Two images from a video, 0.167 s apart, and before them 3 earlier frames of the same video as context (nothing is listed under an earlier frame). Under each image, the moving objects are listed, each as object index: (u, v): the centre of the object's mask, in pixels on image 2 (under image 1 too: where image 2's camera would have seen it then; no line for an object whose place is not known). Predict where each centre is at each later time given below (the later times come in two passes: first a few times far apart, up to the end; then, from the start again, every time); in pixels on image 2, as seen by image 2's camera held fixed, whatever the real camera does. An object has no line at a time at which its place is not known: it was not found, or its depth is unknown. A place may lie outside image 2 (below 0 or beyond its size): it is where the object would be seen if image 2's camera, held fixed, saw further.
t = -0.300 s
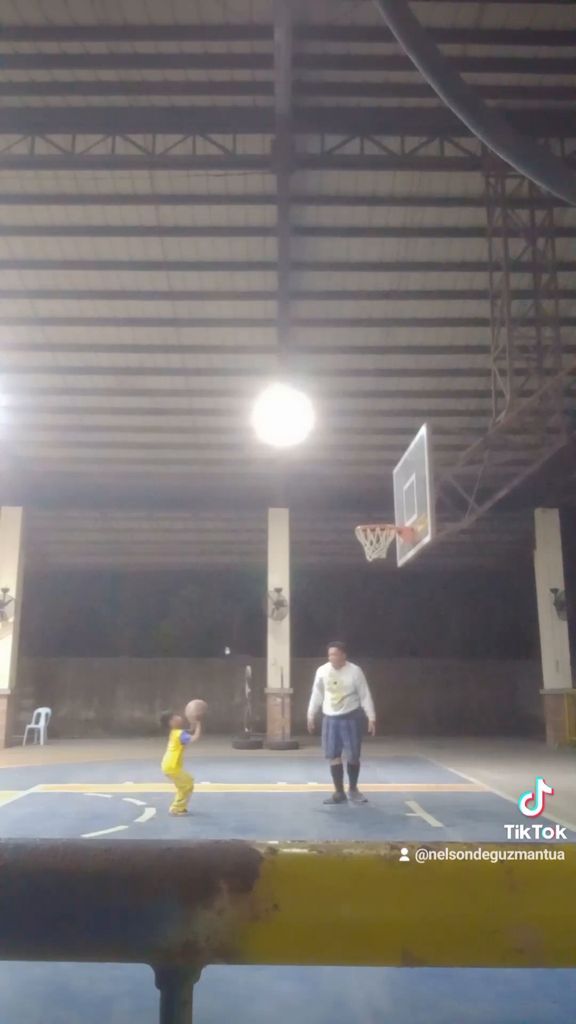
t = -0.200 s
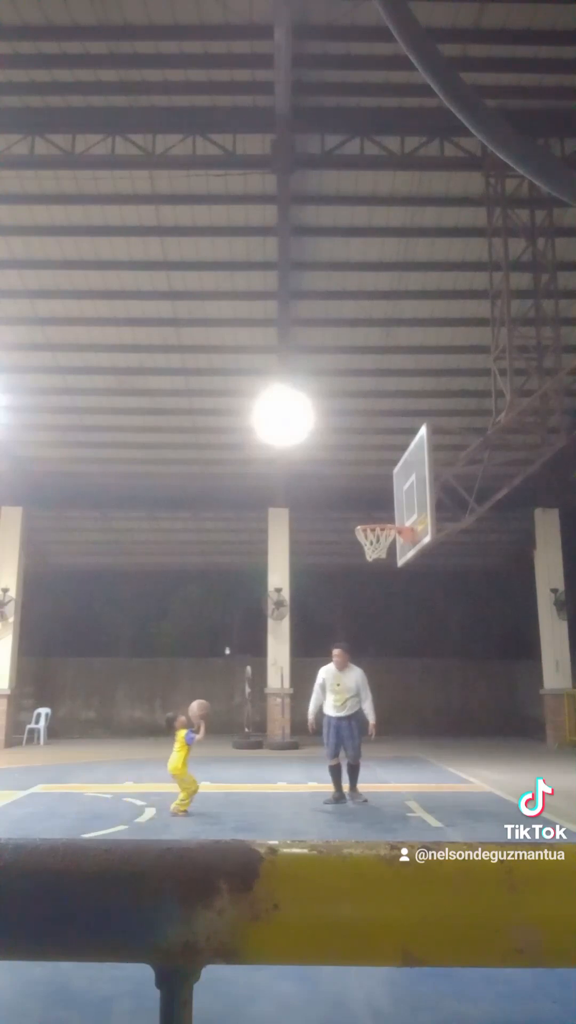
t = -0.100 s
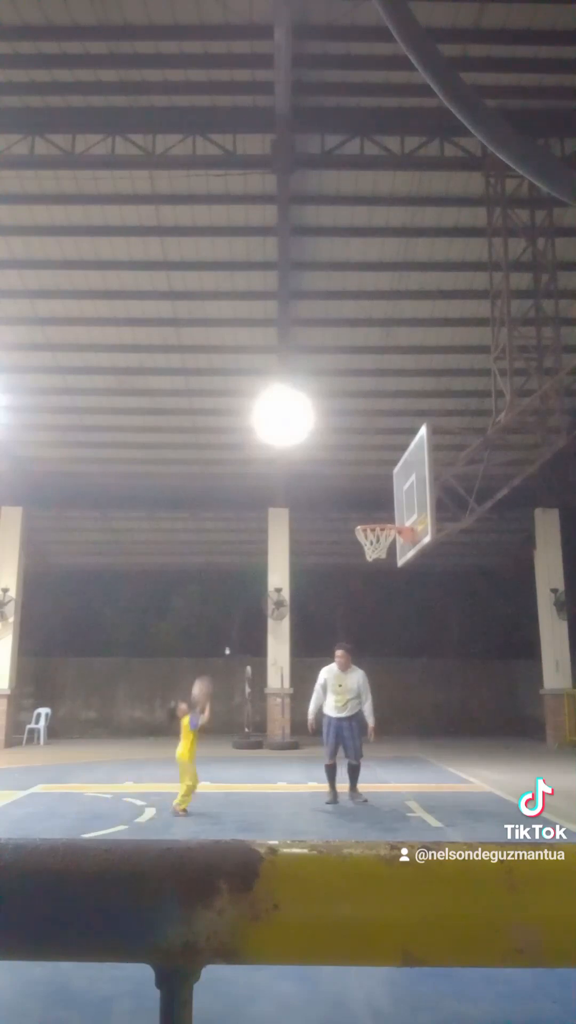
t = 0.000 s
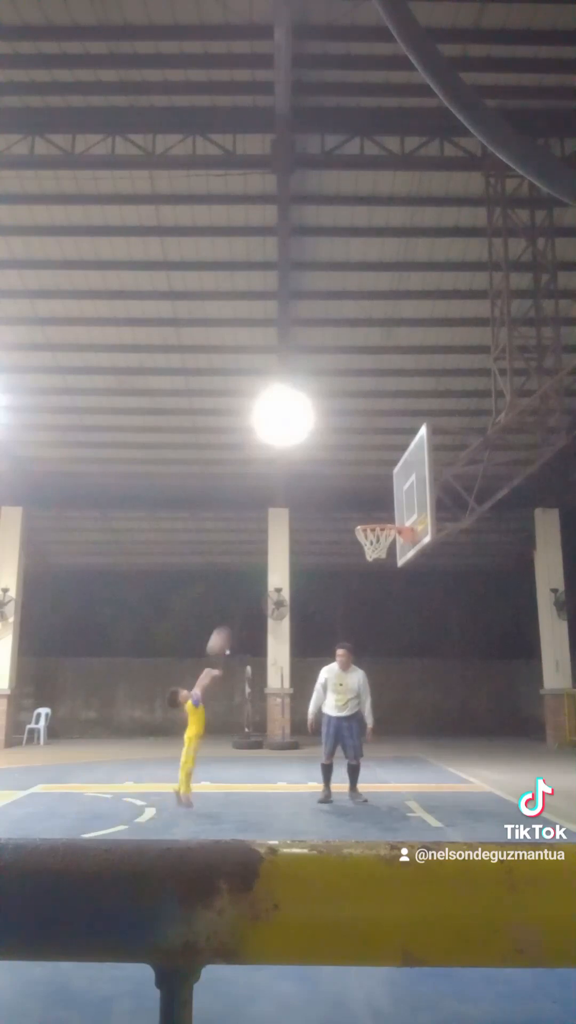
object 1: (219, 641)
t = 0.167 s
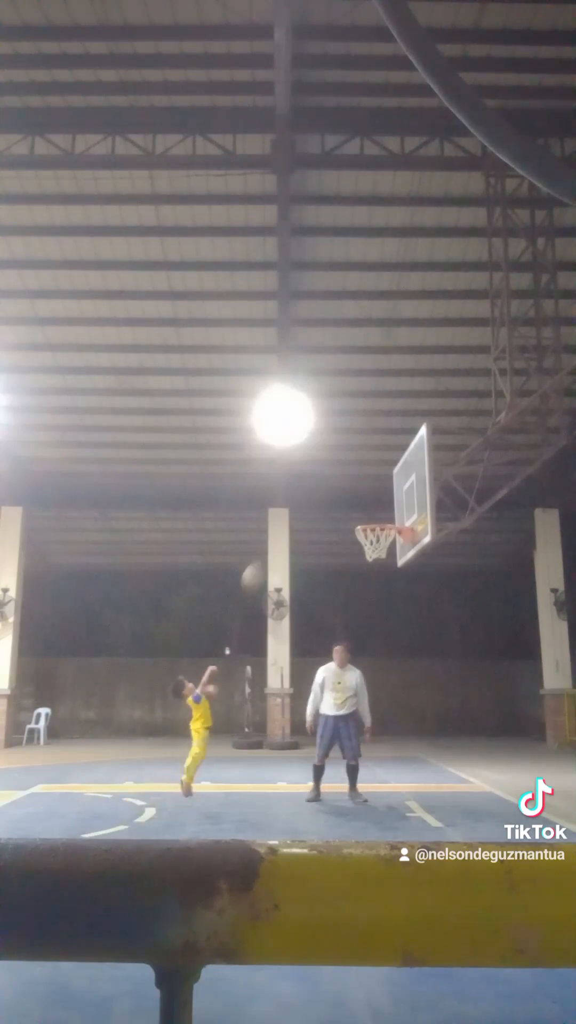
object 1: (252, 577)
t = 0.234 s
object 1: (266, 557)
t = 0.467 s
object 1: (312, 519)
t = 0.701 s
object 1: (348, 524)
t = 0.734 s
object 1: (345, 525)
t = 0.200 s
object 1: (260, 566)
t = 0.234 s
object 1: (266, 557)
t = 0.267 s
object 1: (273, 549)
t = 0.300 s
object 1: (281, 543)
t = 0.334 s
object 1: (289, 535)
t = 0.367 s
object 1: (294, 529)
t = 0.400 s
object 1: (299, 527)
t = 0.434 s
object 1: (306, 521)
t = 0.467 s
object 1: (312, 519)
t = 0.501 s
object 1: (318, 518)
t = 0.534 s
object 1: (324, 517)
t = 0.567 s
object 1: (330, 517)
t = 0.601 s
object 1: (337, 518)
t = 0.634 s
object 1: (343, 520)
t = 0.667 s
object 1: (350, 523)
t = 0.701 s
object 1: (348, 524)
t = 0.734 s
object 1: (345, 525)
